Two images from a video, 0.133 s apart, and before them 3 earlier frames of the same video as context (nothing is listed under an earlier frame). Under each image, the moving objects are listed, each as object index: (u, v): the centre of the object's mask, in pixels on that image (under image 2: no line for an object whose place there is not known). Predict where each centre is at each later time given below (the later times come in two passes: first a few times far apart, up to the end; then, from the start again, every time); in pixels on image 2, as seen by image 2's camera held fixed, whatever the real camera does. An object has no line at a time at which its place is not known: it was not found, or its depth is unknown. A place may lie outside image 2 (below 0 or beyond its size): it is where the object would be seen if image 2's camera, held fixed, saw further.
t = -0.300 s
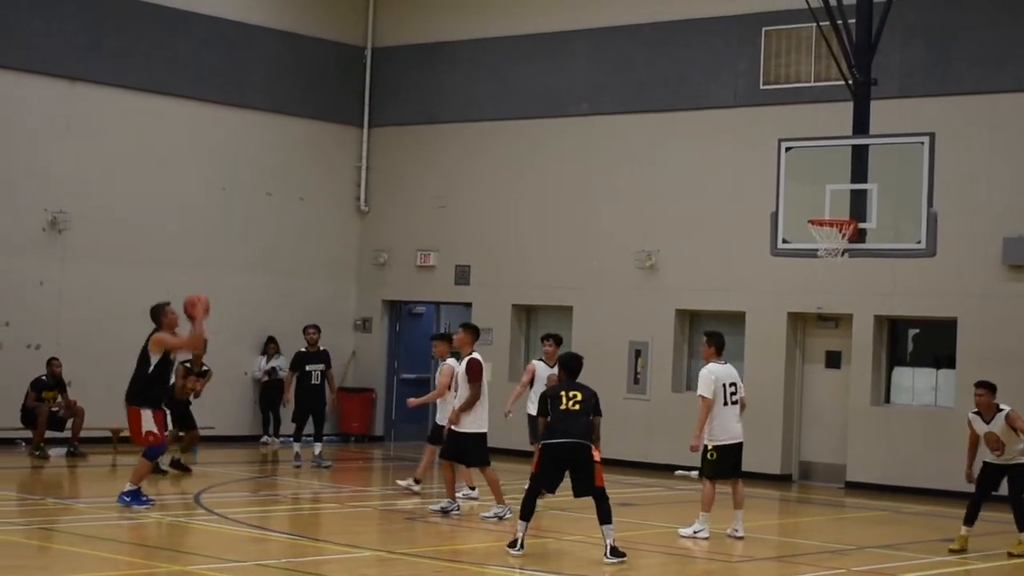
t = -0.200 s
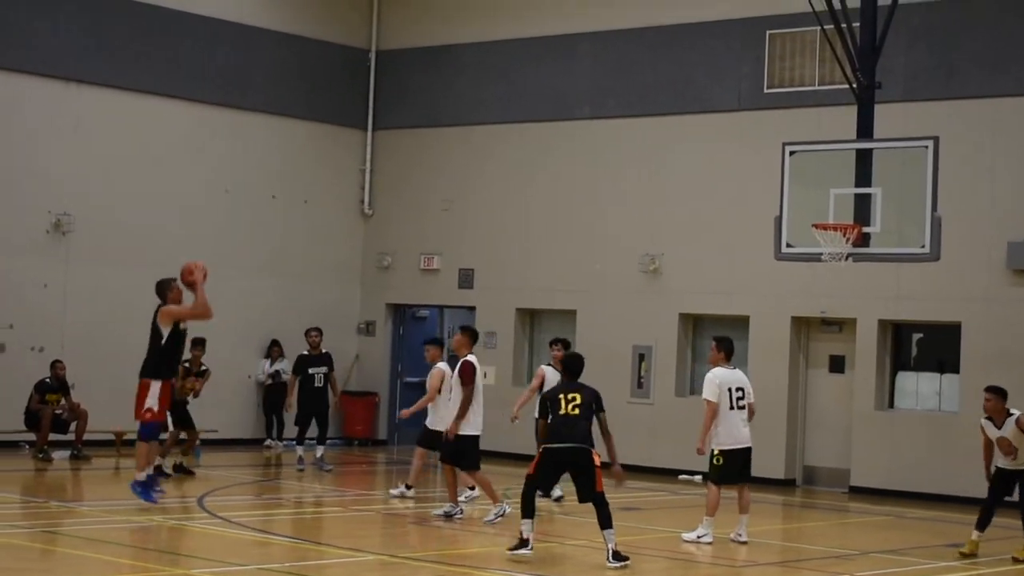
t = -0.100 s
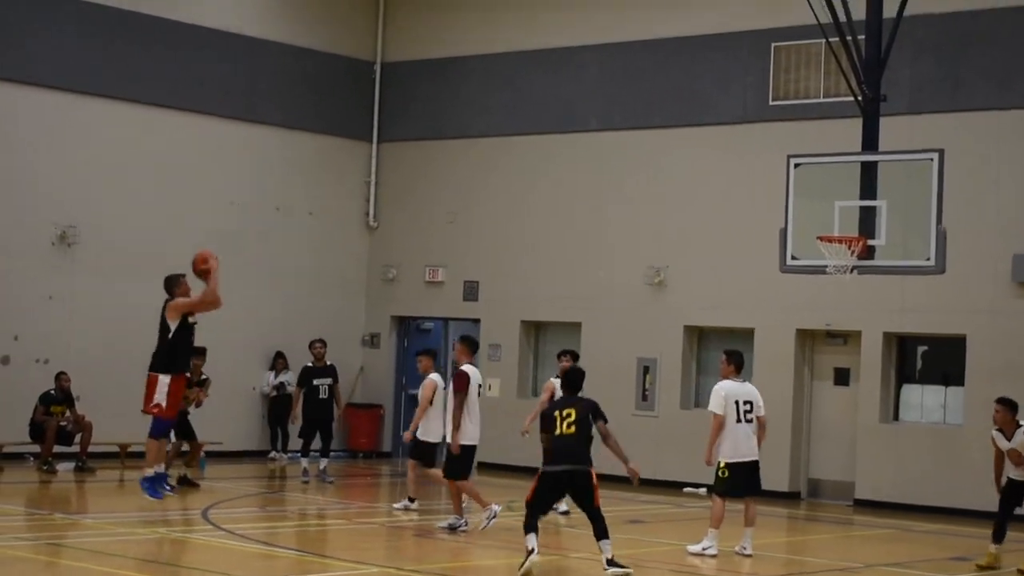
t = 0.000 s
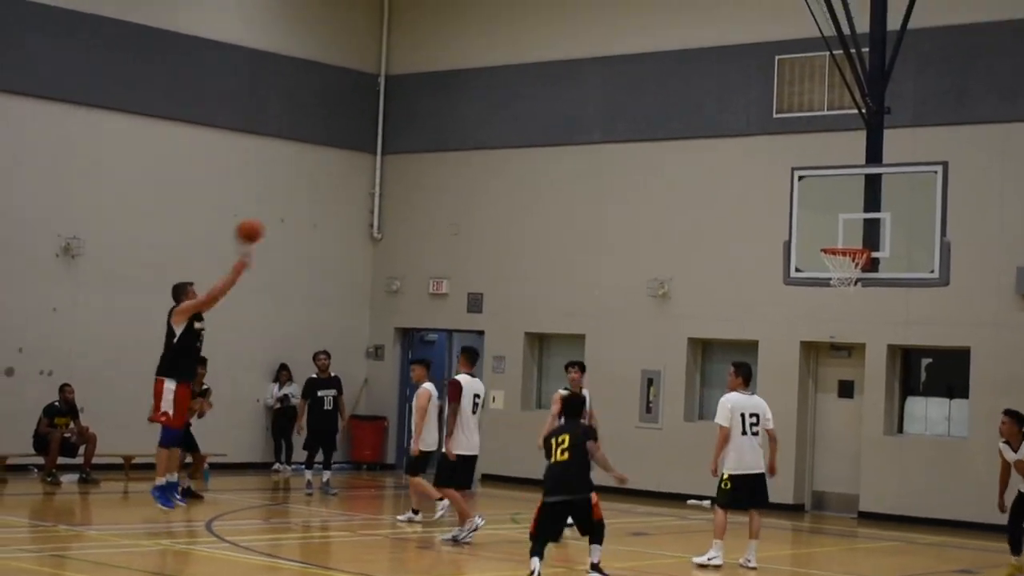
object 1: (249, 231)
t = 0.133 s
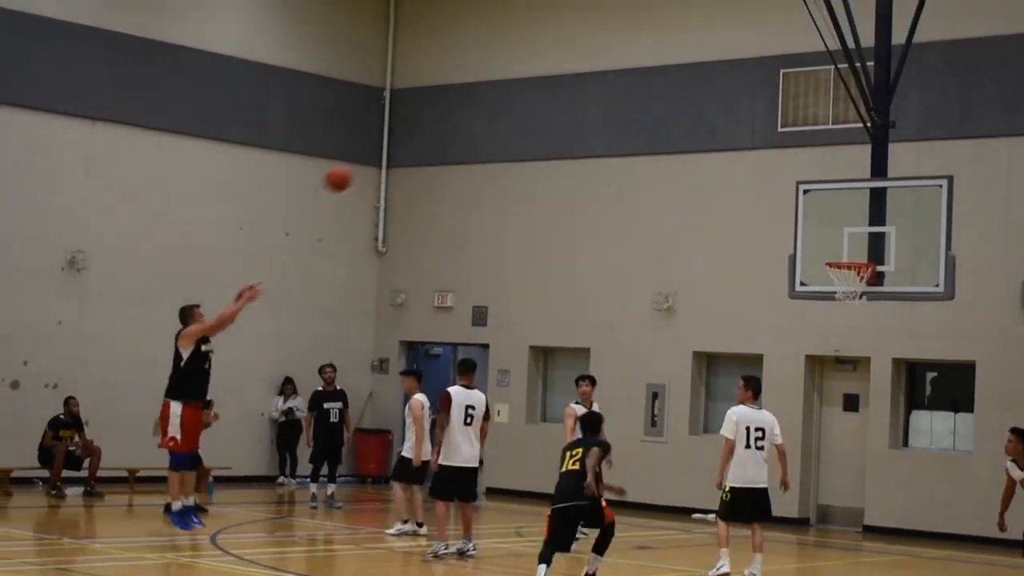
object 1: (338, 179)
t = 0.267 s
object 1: (419, 131)
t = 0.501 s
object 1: (551, 97)
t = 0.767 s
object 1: (690, 122)
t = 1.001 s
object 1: (802, 198)
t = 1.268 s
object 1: (829, 279)
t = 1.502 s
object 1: (836, 298)
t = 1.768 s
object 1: (846, 382)
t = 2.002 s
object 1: (855, 513)
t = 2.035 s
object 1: (856, 536)
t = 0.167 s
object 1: (359, 165)
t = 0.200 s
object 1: (379, 152)
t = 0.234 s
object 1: (400, 141)
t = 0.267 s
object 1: (419, 131)
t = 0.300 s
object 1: (438, 123)
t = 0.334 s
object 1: (457, 115)
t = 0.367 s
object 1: (477, 109)
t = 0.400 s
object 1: (496, 105)
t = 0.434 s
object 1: (515, 101)
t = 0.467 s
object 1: (533, 98)
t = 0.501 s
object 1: (551, 97)
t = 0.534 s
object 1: (569, 96)
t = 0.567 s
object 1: (587, 96)
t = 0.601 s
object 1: (605, 97)
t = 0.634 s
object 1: (622, 100)
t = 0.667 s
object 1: (640, 104)
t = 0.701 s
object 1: (656, 109)
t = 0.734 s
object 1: (673, 115)
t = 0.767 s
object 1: (690, 122)
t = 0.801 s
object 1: (707, 130)
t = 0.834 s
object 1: (723, 138)
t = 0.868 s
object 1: (739, 148)
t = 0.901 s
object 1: (755, 160)
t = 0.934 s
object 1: (771, 171)
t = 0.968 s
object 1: (786, 183)
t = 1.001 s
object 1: (802, 198)
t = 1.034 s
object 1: (817, 213)
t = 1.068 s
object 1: (833, 228)
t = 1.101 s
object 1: (847, 245)
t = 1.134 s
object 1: (862, 257)
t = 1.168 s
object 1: (850, 274)
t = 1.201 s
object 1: (840, 280)
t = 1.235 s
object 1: (833, 280)
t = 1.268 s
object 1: (829, 279)
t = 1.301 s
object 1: (828, 279)
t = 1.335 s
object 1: (829, 280)
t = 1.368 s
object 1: (830, 281)
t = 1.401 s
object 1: (831, 284)
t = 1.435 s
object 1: (833, 287)
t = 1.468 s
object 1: (834, 292)
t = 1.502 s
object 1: (836, 298)
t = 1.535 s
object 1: (837, 303)
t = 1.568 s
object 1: (838, 311)
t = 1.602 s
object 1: (840, 320)
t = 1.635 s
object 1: (841, 330)
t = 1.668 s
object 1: (842, 341)
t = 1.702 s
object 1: (843, 354)
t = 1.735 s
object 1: (845, 367)
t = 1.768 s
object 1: (846, 382)
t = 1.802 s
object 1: (848, 398)
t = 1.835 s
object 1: (848, 413)
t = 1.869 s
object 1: (850, 431)
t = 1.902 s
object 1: (851, 449)
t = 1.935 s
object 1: (852, 469)
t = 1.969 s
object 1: (854, 491)
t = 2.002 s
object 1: (855, 513)
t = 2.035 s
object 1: (856, 536)
